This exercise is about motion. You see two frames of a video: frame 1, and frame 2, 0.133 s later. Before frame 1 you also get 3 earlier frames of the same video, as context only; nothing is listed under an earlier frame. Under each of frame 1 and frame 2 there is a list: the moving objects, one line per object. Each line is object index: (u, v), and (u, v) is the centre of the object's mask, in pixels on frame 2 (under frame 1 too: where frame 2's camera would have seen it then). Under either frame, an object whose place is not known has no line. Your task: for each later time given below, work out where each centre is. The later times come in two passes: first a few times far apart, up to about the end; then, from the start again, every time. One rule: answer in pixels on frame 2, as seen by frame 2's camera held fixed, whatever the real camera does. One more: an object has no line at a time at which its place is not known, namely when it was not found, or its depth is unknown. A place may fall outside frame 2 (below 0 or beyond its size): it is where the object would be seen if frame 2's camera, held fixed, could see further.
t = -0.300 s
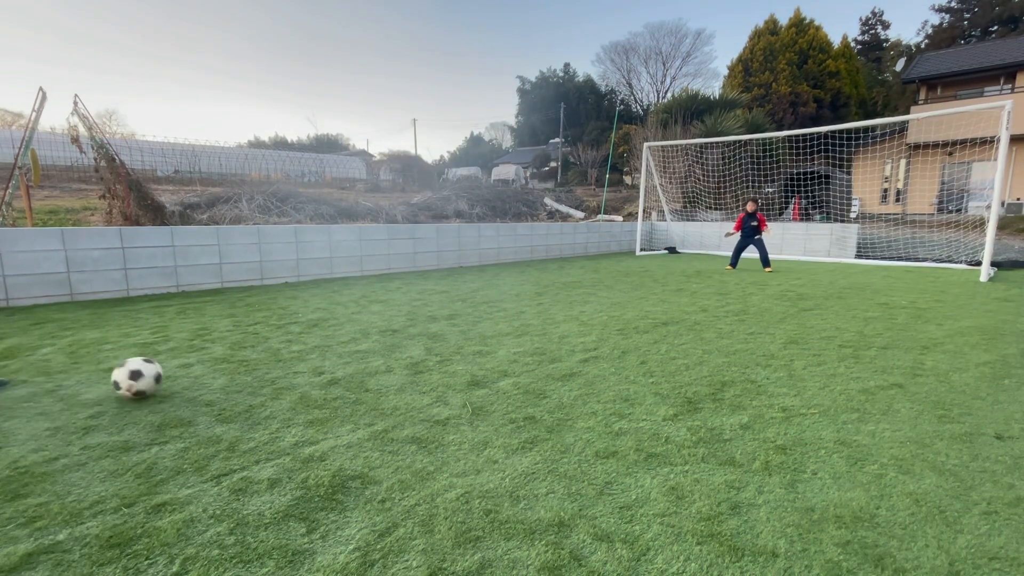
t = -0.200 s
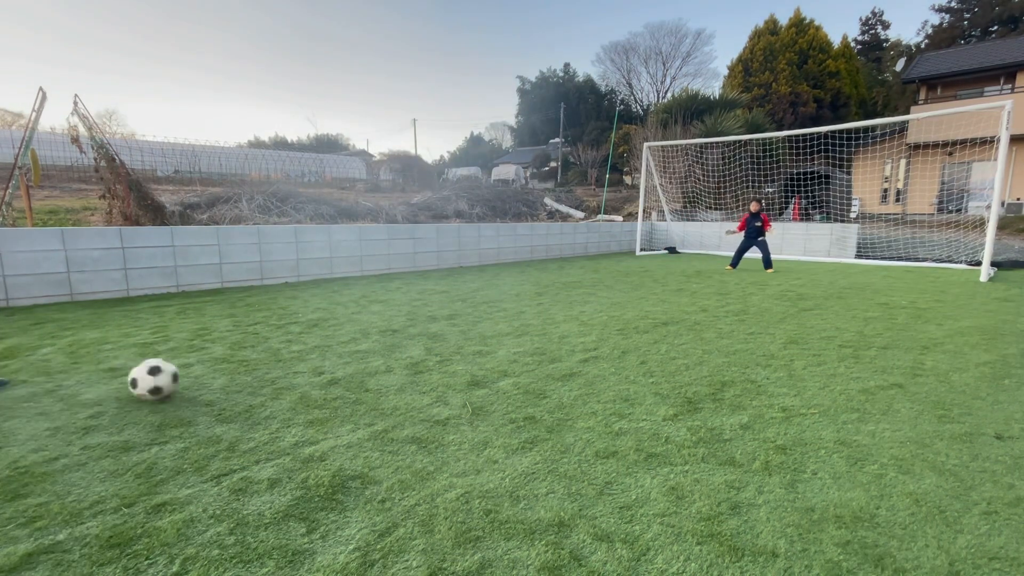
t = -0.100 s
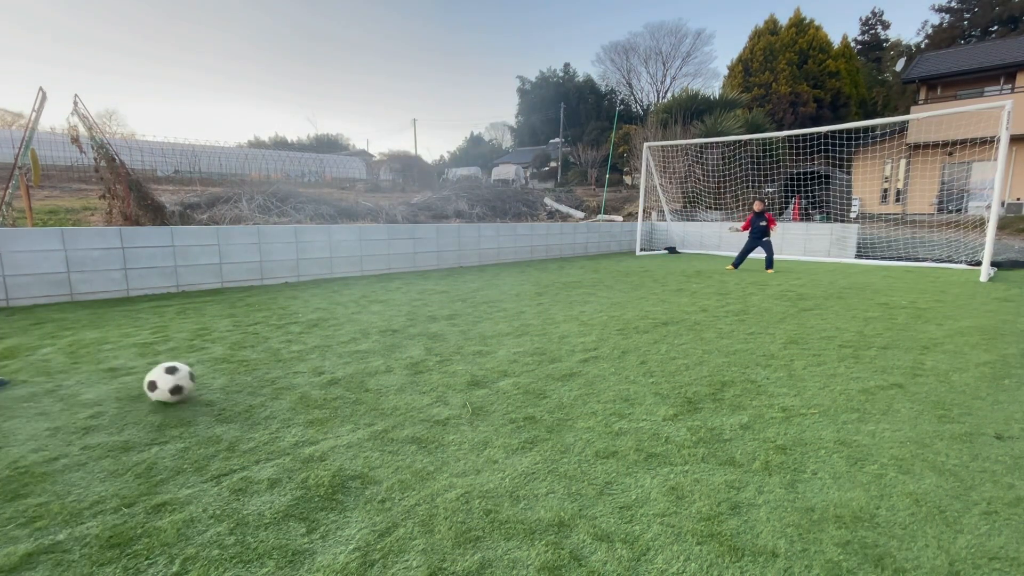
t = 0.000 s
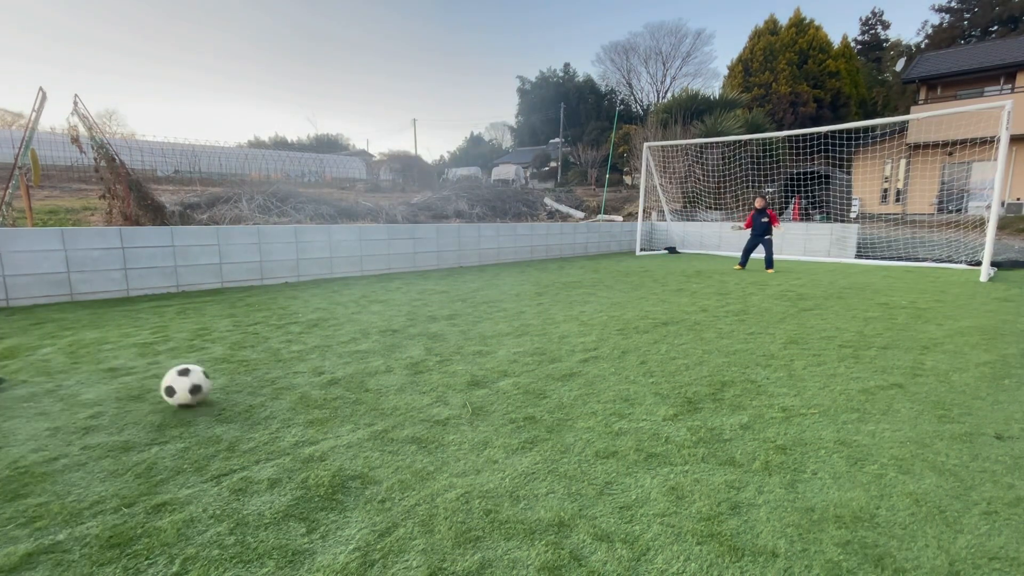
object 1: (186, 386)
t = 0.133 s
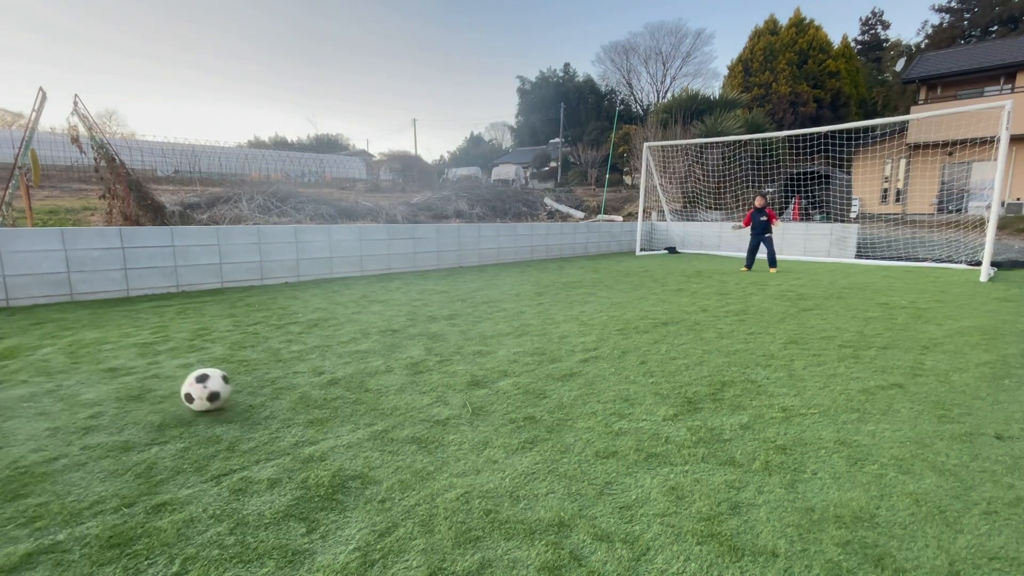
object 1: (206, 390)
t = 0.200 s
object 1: (216, 392)
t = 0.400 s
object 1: (241, 399)
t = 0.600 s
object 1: (266, 406)
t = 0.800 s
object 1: (291, 414)
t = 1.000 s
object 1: (314, 420)
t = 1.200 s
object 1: (332, 427)
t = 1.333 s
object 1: (341, 432)
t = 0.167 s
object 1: (211, 391)
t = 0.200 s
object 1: (216, 392)
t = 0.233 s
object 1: (220, 392)
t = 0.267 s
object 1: (224, 394)
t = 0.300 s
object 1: (229, 395)
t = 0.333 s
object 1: (233, 396)
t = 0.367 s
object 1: (237, 398)
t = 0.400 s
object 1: (241, 399)
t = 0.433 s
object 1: (245, 400)
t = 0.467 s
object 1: (249, 401)
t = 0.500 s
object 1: (253, 403)
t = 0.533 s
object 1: (257, 404)
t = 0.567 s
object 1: (262, 406)
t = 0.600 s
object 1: (266, 406)
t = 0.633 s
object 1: (270, 408)
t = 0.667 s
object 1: (274, 409)
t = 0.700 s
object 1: (278, 409)
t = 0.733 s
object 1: (283, 411)
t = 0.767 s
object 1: (287, 412)
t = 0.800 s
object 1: (291, 414)
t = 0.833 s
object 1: (296, 414)
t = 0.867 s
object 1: (300, 415)
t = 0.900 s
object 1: (304, 417)
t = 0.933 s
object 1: (308, 418)
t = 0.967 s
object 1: (311, 419)
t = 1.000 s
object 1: (314, 420)
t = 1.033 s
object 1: (318, 422)
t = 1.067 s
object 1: (322, 423)
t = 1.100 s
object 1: (325, 424)
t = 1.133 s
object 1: (328, 424)
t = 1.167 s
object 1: (330, 426)
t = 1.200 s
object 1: (332, 427)
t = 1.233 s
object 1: (335, 428)
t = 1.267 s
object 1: (337, 429)
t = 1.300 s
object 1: (339, 431)
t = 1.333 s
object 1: (341, 432)
